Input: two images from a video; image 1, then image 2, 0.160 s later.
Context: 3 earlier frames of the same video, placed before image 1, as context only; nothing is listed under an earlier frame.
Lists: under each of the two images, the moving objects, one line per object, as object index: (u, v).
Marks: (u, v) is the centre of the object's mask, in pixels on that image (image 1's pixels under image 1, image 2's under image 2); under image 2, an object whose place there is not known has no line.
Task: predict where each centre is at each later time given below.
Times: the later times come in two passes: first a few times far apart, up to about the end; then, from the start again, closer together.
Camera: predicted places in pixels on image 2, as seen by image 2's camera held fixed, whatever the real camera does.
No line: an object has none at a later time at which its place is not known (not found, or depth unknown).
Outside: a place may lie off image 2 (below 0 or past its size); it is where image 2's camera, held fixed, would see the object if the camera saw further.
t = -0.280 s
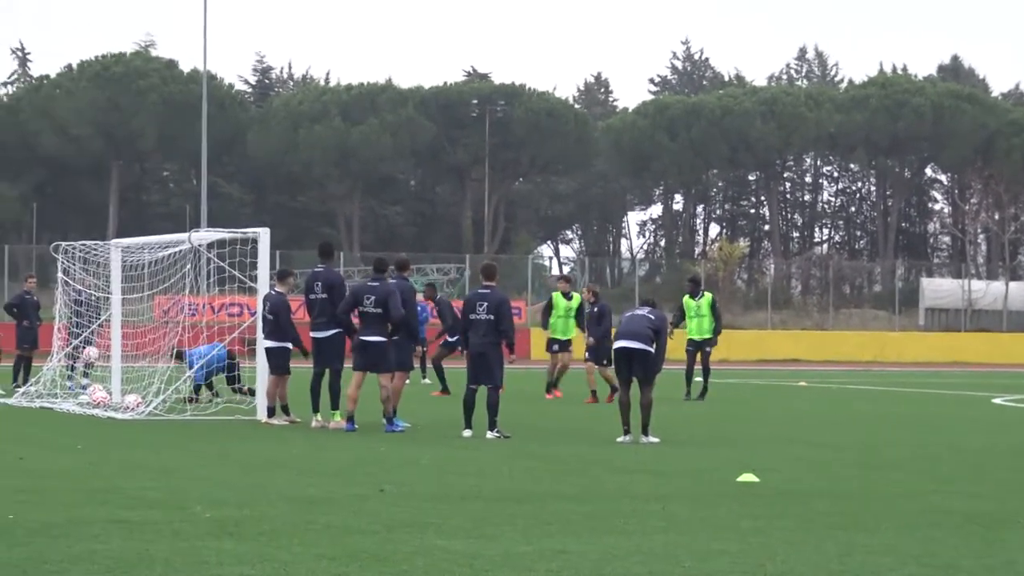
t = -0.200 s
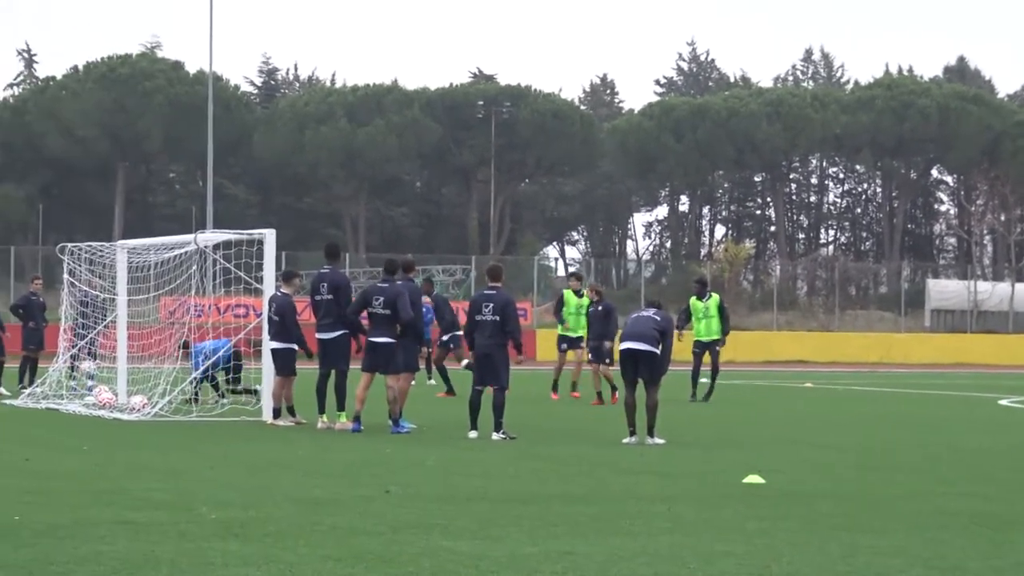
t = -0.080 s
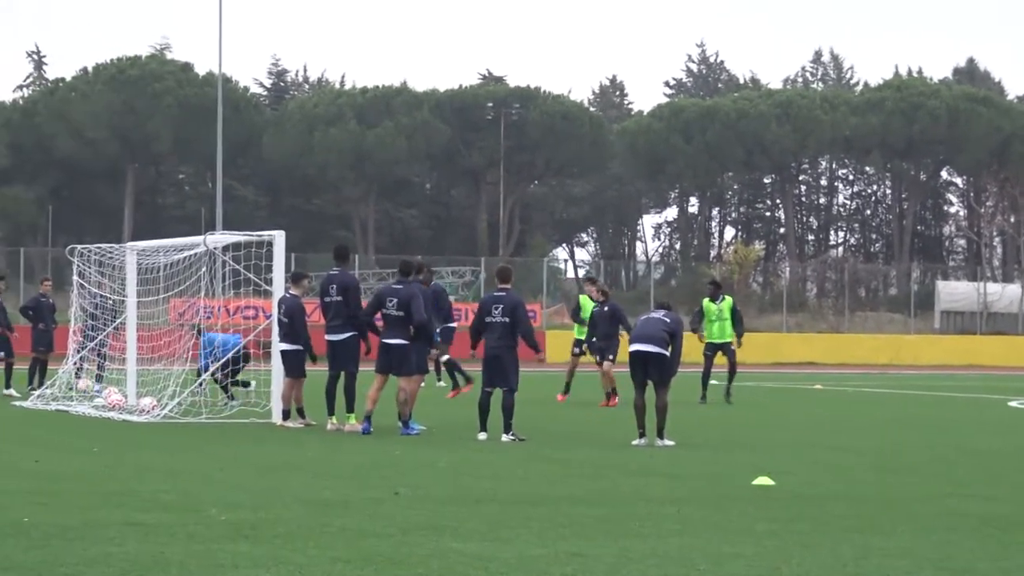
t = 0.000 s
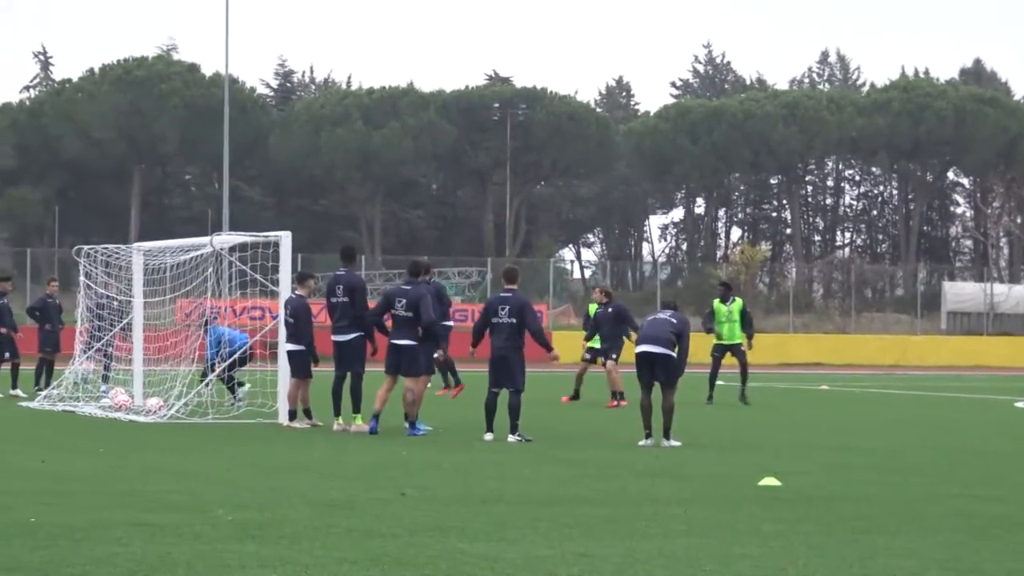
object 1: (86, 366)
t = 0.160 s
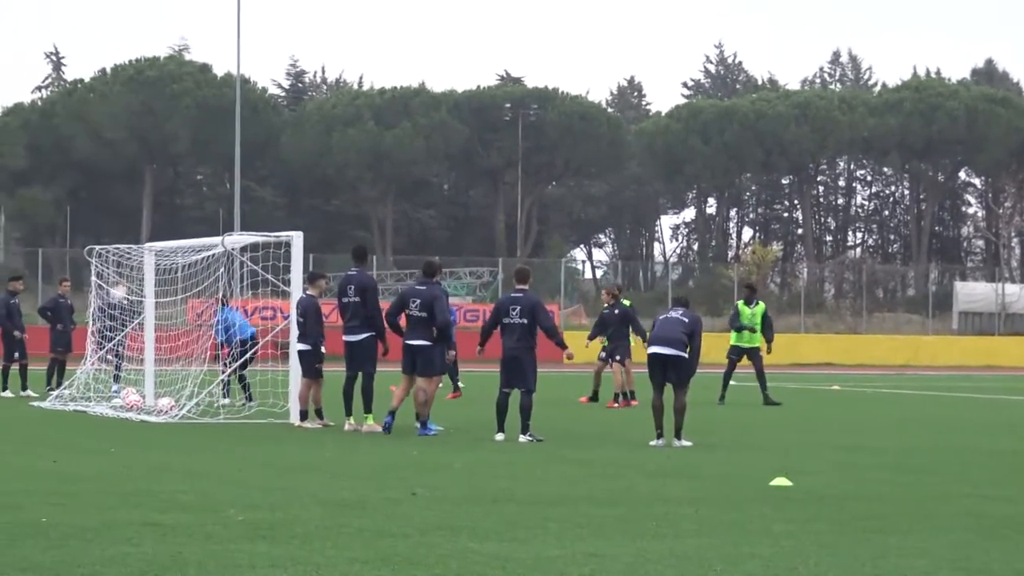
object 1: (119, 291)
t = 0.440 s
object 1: (152, 204)
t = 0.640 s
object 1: (179, 171)
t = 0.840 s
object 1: (205, 166)
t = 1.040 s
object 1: (232, 187)
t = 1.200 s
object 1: (253, 224)
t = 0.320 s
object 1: (137, 235)
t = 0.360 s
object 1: (142, 224)
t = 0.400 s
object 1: (148, 213)
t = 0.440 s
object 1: (152, 204)
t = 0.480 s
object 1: (158, 196)
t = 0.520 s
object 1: (163, 188)
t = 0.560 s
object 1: (168, 181)
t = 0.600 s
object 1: (174, 176)
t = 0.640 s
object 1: (179, 171)
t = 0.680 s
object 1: (185, 168)
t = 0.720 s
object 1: (189, 166)
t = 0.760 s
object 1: (195, 165)
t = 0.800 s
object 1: (200, 165)
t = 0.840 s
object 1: (205, 166)
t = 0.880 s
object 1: (210, 168)
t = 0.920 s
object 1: (216, 171)
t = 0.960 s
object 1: (221, 176)
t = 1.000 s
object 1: (226, 181)
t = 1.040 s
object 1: (232, 187)
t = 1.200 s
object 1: (253, 224)
